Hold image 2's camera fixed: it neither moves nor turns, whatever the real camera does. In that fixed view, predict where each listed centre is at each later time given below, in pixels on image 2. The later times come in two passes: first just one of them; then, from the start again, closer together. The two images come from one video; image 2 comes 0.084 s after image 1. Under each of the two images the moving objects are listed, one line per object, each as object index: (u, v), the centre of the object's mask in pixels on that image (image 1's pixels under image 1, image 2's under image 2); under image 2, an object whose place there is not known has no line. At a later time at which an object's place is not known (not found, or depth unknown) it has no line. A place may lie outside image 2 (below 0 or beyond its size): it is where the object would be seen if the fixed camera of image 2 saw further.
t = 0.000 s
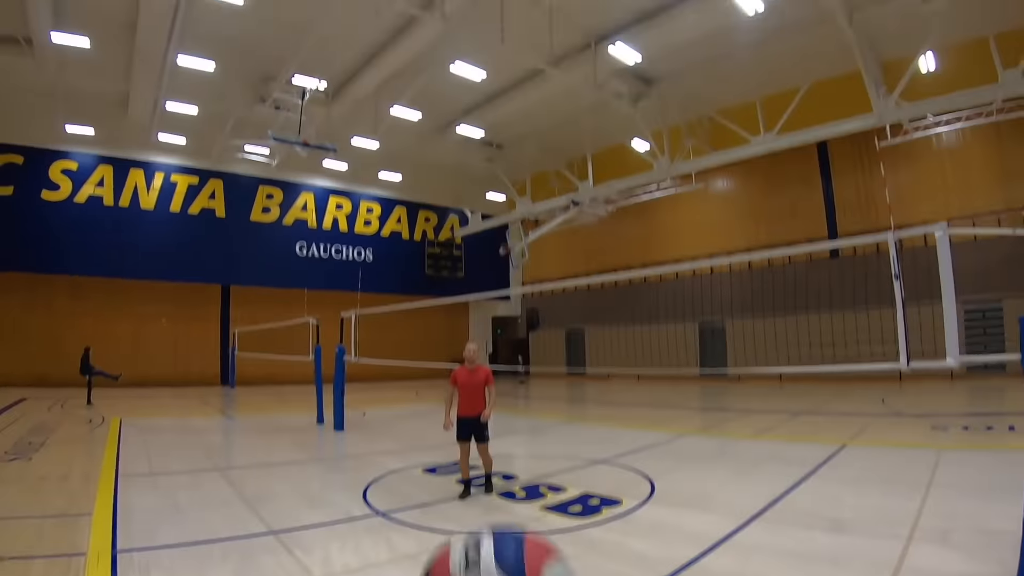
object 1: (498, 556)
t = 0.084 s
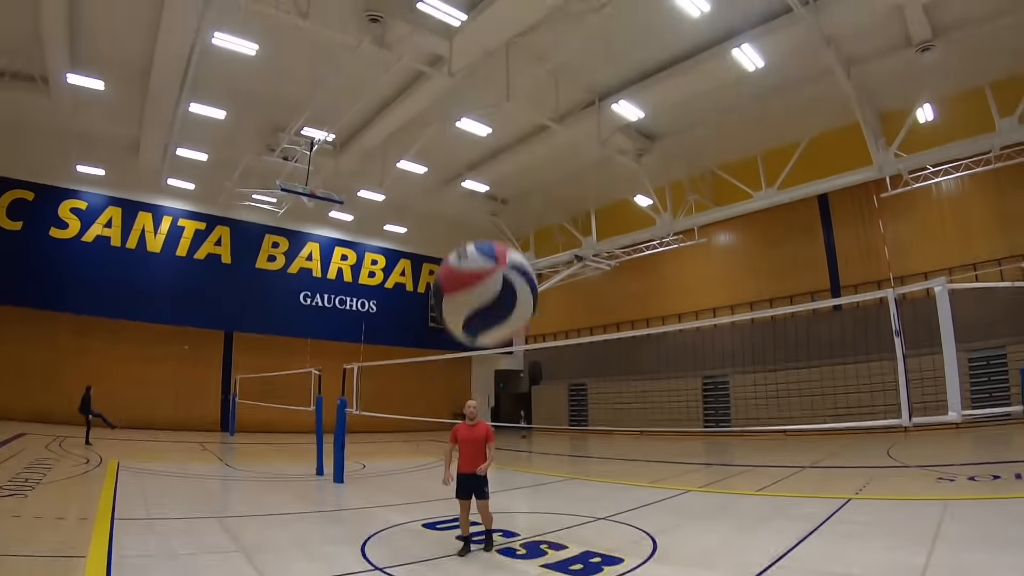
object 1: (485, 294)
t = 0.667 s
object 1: (480, 50)
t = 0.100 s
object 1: (484, 248)
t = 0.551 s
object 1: (480, 32)
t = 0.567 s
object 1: (480, 34)
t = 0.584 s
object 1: (480, 36)
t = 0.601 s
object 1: (480, 38)
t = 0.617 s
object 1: (480, 41)
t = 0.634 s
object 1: (480, 43)
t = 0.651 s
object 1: (480, 47)
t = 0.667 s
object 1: (480, 50)
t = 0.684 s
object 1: (481, 53)
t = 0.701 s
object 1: (481, 57)
